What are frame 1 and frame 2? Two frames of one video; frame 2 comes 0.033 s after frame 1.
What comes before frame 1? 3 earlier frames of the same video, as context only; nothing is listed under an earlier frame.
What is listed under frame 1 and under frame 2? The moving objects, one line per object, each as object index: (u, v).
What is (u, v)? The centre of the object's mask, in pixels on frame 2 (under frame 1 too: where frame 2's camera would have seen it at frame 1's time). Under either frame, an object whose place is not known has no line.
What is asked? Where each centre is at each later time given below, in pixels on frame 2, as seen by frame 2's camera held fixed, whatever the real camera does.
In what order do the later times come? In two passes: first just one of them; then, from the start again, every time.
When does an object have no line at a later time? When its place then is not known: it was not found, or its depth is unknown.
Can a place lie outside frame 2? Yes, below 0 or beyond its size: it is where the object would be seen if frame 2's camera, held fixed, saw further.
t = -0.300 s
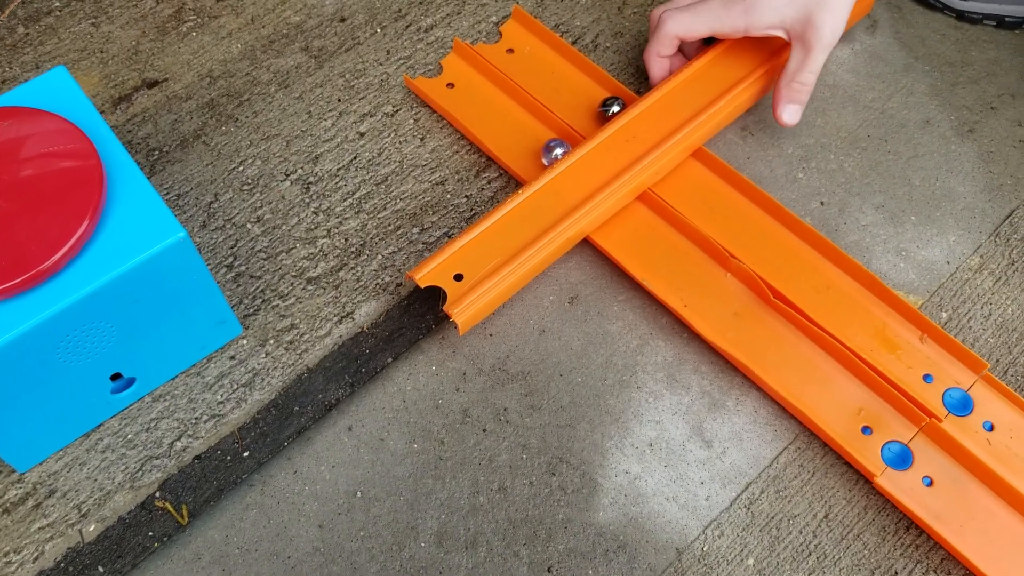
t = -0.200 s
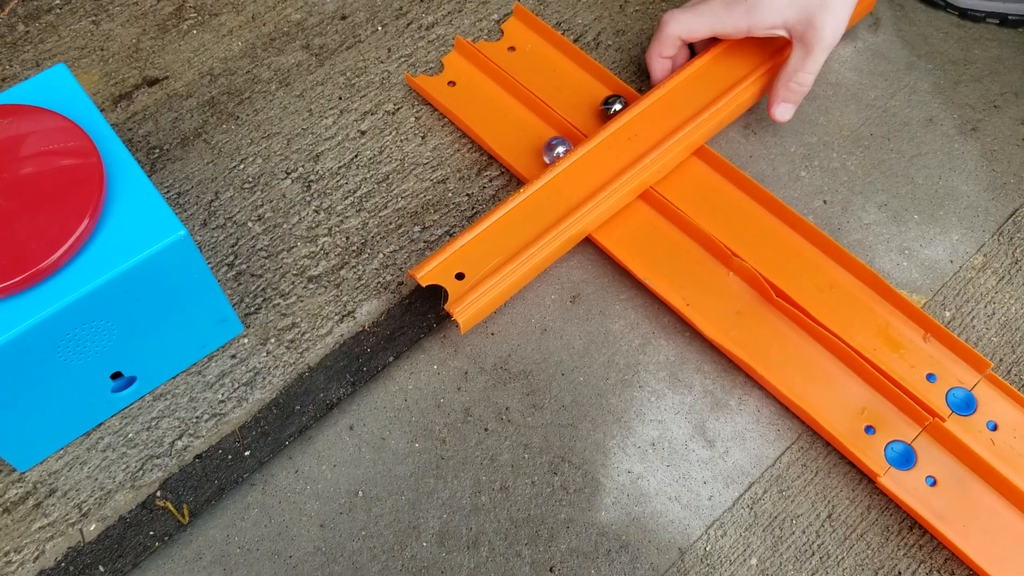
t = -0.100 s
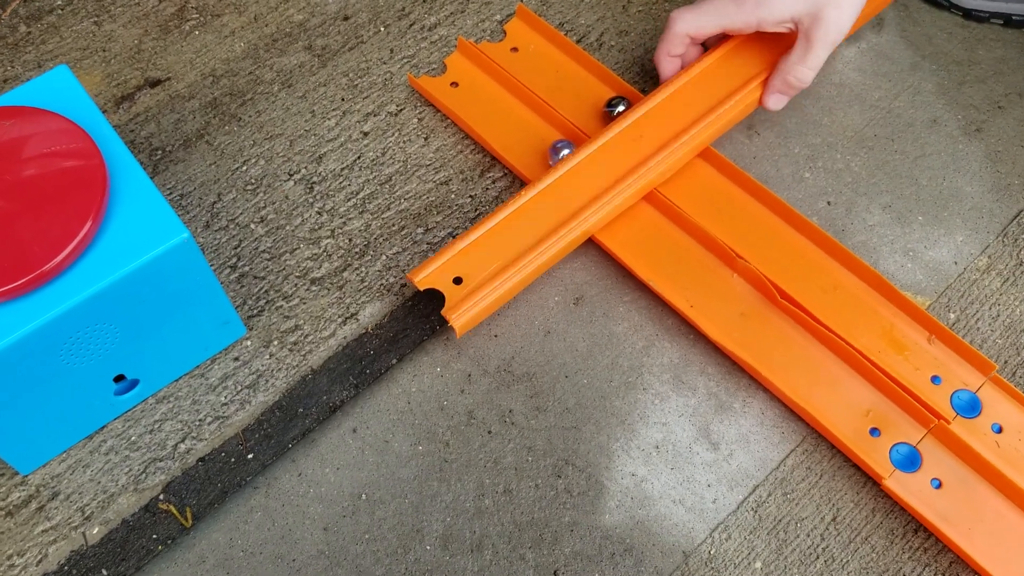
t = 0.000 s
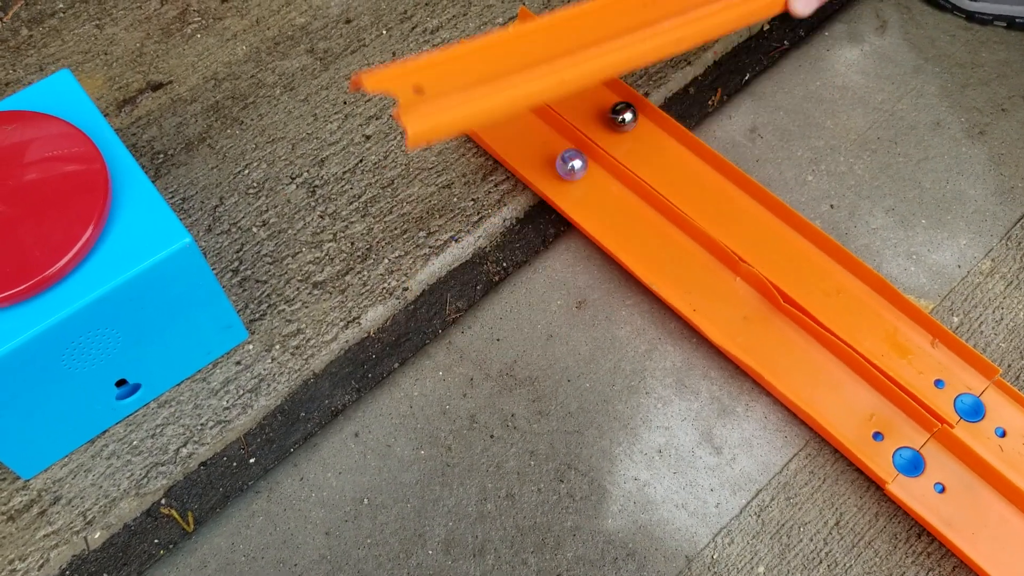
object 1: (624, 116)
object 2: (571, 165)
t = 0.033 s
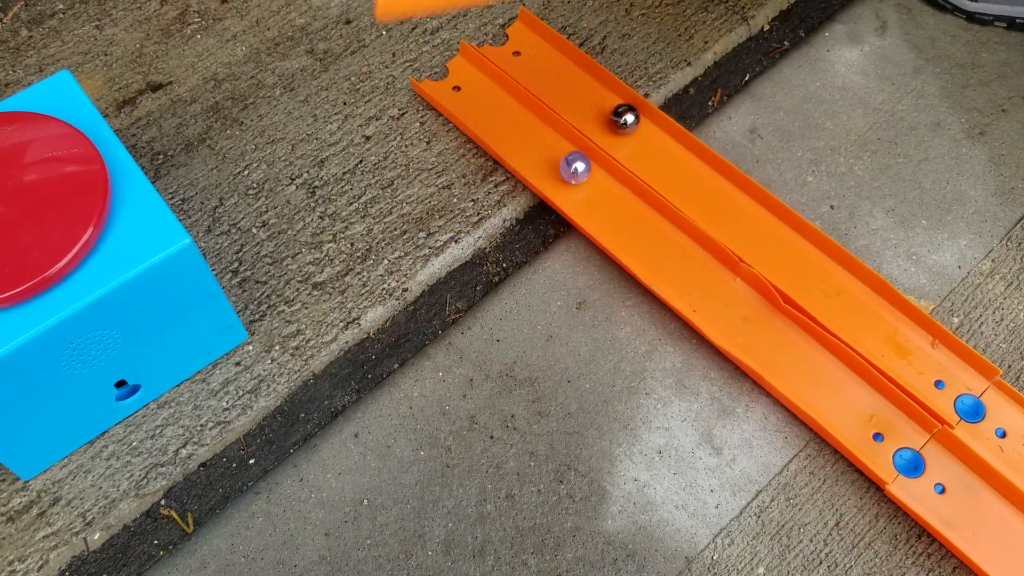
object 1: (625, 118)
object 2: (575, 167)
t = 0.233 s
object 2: (606, 187)
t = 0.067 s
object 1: (628, 120)
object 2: (579, 170)
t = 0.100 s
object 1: (631, 123)
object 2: (583, 173)
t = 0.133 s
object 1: (634, 126)
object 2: (588, 176)
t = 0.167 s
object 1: (638, 130)
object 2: (594, 179)
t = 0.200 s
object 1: (642, 135)
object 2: (600, 183)
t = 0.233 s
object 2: (606, 187)
